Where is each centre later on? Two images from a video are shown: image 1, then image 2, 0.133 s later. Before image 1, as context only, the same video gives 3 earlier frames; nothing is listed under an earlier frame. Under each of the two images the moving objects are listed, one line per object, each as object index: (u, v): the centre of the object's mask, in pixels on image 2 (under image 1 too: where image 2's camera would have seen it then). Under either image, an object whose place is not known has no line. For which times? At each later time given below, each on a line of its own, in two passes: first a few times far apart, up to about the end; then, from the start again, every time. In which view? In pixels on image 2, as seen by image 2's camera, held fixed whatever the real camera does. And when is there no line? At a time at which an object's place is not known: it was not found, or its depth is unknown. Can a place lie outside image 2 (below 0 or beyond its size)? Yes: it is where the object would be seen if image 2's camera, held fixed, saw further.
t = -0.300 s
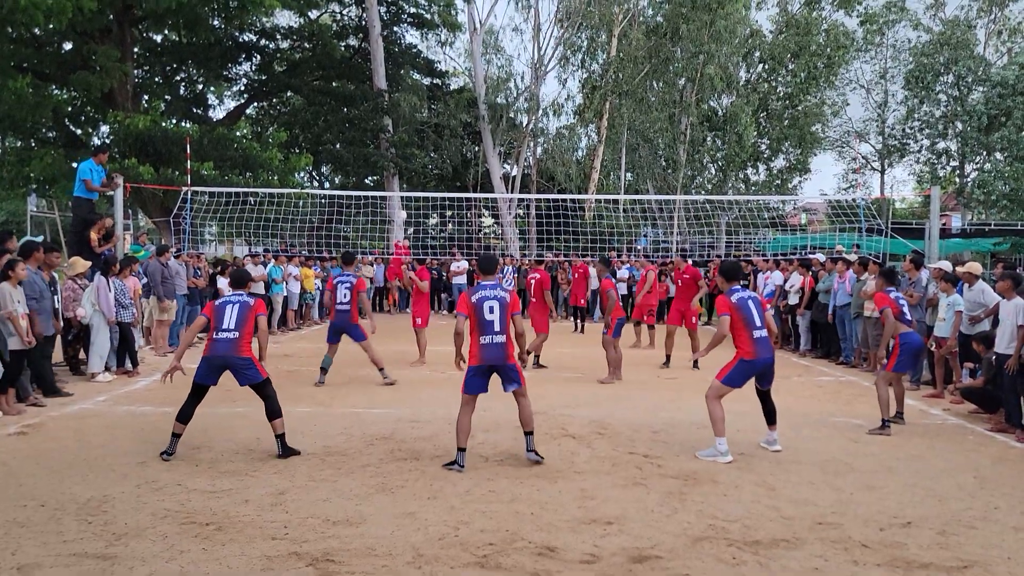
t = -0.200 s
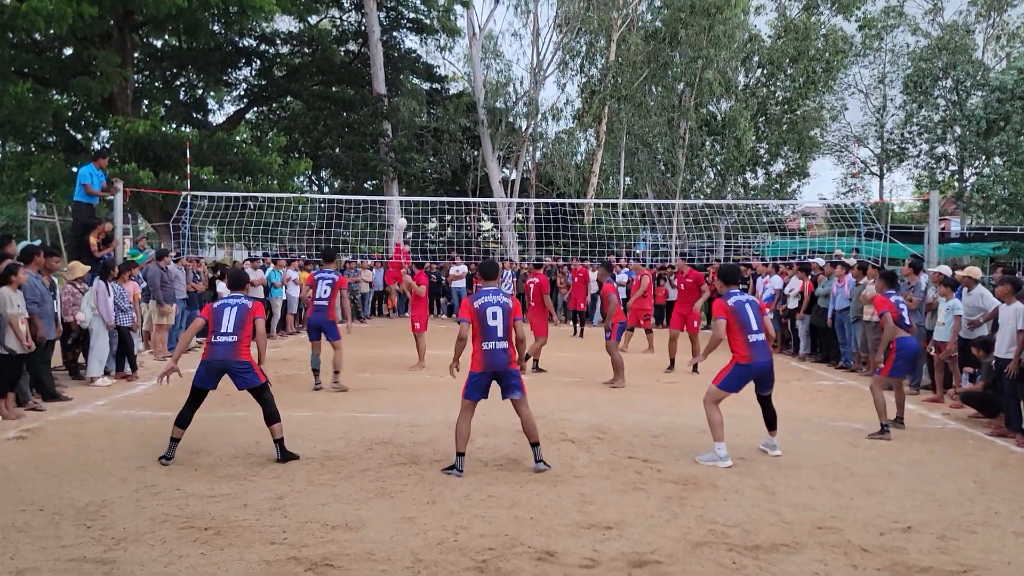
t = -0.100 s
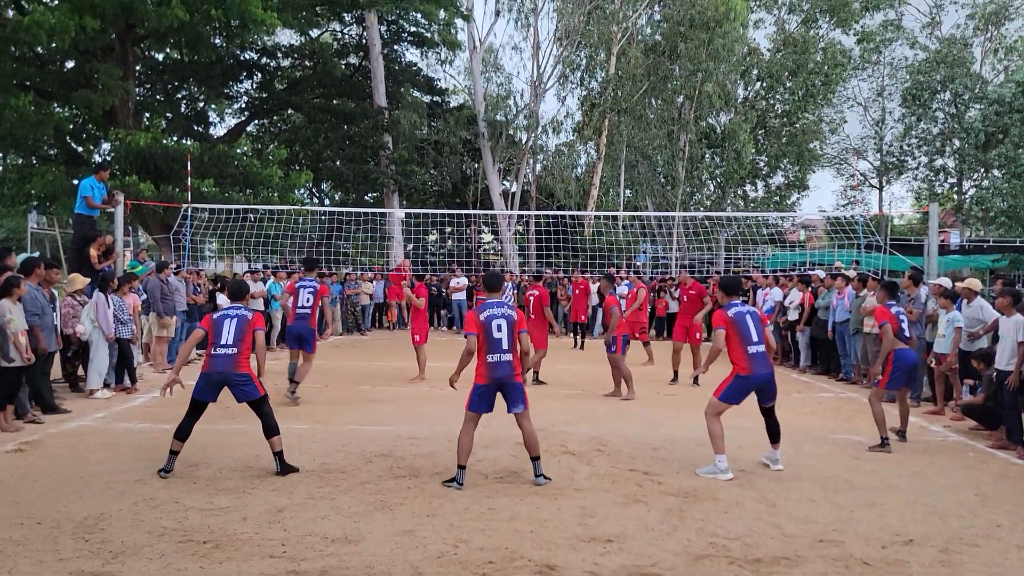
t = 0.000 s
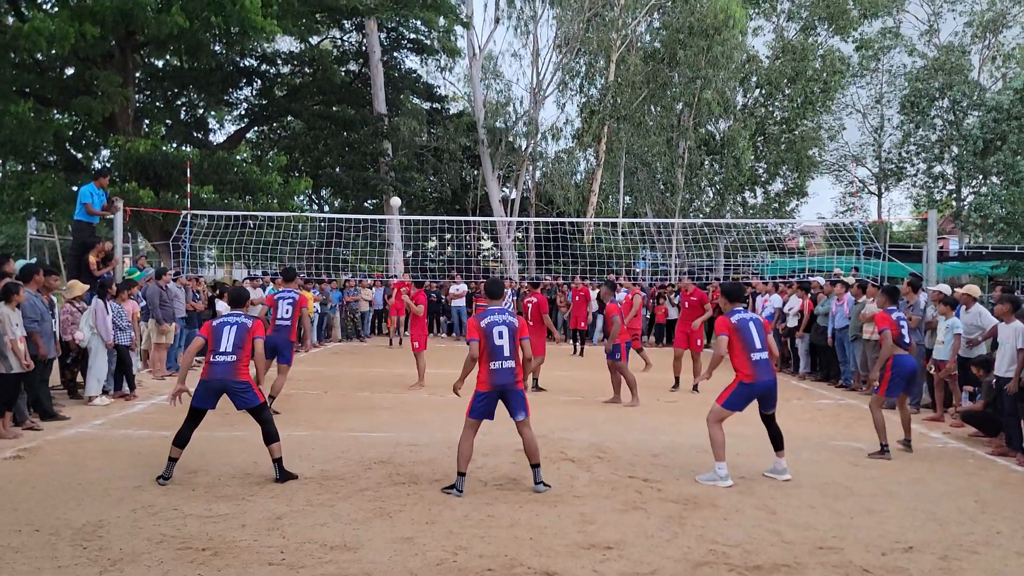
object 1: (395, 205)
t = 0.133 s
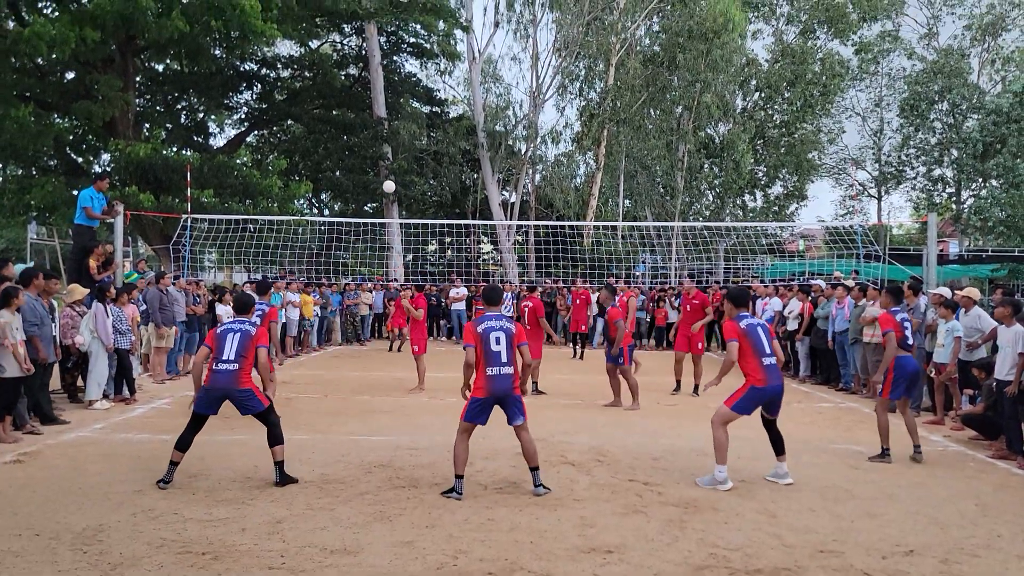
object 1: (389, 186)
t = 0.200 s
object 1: (385, 180)
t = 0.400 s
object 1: (371, 176)
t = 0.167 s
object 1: (387, 183)
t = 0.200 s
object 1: (385, 180)
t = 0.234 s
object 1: (383, 178)
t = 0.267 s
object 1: (381, 176)
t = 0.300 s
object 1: (379, 175)
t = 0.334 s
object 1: (376, 175)
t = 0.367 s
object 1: (373, 175)
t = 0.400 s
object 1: (371, 176)
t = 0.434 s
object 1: (368, 177)
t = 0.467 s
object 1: (365, 180)
